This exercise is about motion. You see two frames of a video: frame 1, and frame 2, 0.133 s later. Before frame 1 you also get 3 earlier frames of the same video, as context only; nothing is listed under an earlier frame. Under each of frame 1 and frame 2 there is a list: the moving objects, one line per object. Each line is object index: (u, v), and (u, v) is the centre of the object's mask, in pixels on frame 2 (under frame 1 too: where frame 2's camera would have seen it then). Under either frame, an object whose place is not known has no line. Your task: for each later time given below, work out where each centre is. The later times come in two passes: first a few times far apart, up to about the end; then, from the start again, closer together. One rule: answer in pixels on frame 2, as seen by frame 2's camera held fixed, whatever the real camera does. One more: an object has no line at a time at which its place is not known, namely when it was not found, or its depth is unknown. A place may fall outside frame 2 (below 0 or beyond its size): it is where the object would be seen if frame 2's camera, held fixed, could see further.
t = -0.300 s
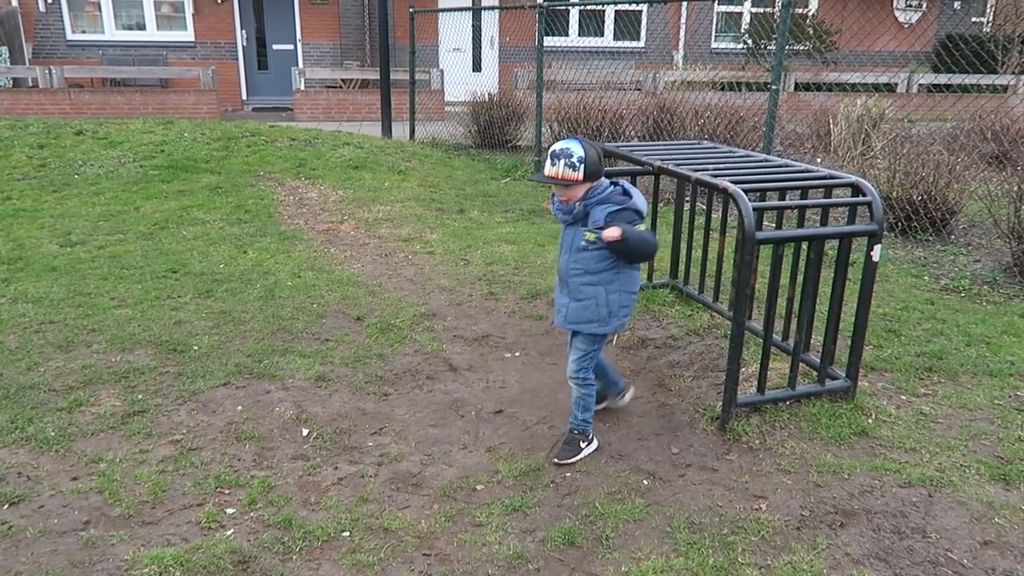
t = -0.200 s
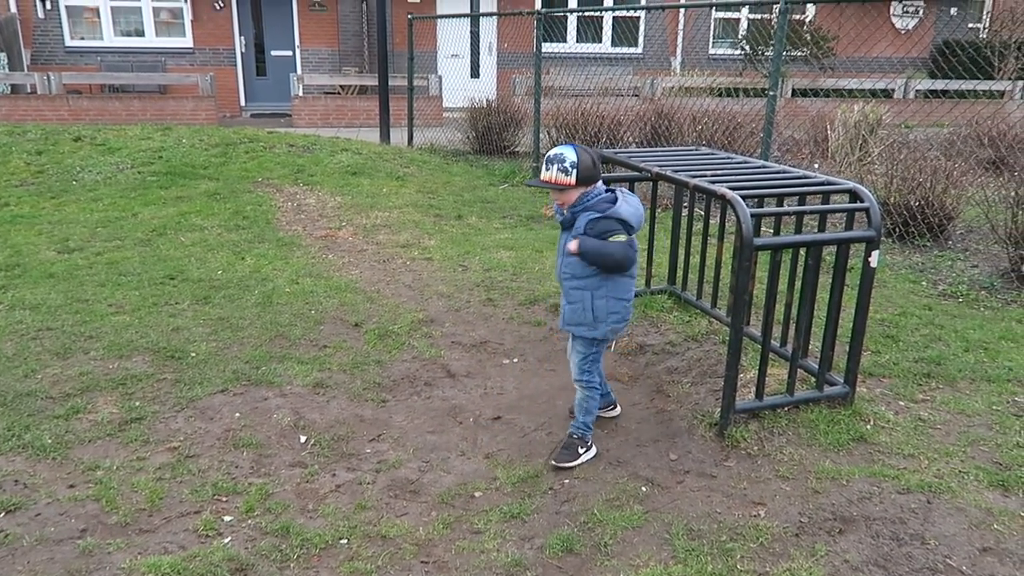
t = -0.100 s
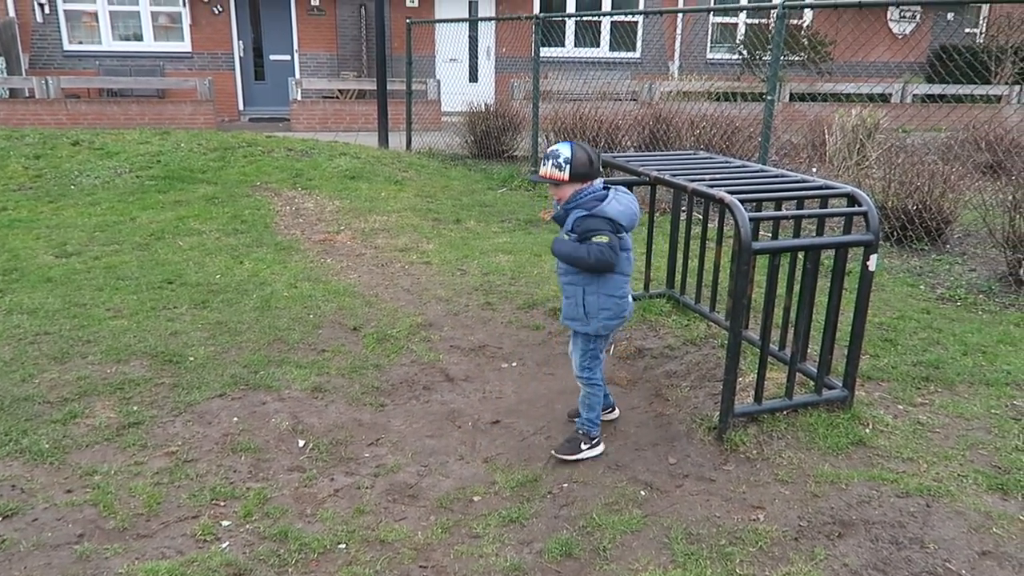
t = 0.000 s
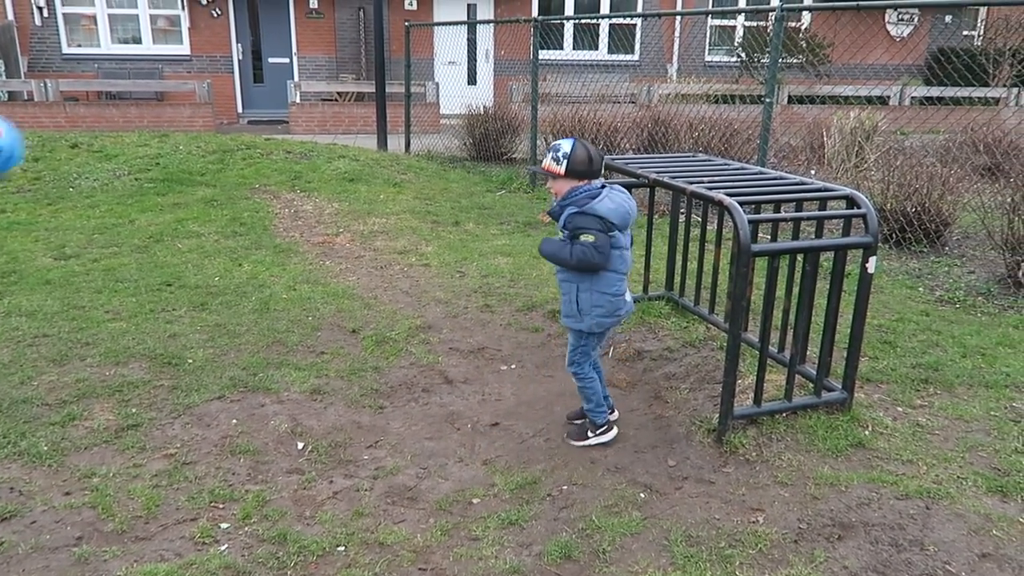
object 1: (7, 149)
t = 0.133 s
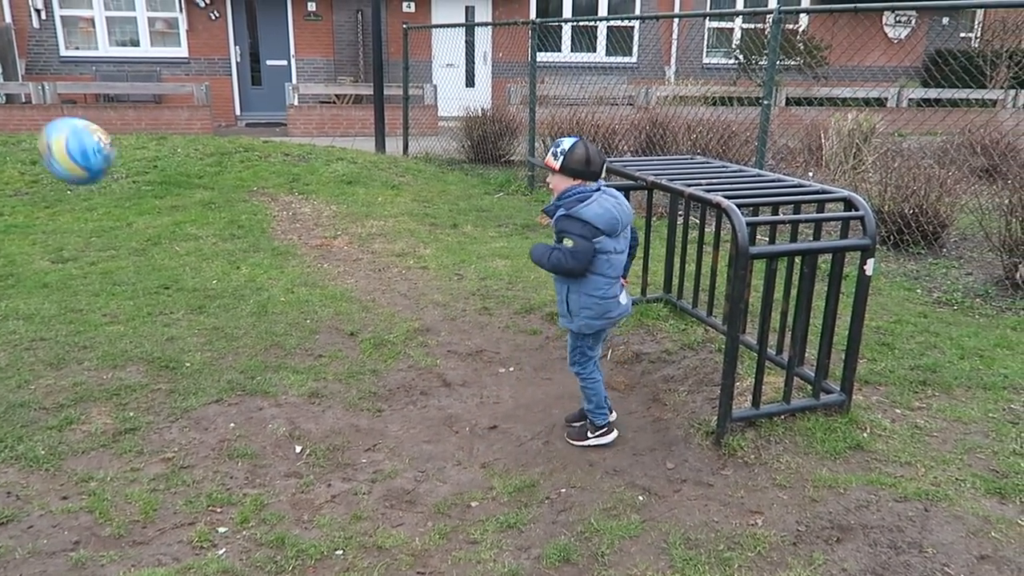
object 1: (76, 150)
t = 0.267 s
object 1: (162, 193)
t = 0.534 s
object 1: (252, 266)
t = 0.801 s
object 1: (225, 212)
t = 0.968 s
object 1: (216, 245)
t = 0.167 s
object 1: (99, 157)
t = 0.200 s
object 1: (121, 169)
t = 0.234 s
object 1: (142, 180)
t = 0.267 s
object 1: (162, 193)
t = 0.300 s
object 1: (180, 208)
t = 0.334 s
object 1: (197, 225)
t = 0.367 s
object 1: (213, 243)
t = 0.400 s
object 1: (230, 262)
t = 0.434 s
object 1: (245, 281)
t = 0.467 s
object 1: (259, 300)
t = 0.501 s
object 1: (256, 283)
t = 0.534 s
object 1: (252, 266)
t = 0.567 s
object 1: (247, 251)
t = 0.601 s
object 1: (244, 240)
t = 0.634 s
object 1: (241, 230)
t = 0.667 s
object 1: (236, 222)
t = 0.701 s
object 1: (233, 217)
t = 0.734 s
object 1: (230, 213)
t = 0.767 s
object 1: (228, 212)
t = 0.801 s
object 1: (225, 212)
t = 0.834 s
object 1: (222, 215)
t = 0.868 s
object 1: (220, 220)
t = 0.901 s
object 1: (219, 227)
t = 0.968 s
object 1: (216, 245)
